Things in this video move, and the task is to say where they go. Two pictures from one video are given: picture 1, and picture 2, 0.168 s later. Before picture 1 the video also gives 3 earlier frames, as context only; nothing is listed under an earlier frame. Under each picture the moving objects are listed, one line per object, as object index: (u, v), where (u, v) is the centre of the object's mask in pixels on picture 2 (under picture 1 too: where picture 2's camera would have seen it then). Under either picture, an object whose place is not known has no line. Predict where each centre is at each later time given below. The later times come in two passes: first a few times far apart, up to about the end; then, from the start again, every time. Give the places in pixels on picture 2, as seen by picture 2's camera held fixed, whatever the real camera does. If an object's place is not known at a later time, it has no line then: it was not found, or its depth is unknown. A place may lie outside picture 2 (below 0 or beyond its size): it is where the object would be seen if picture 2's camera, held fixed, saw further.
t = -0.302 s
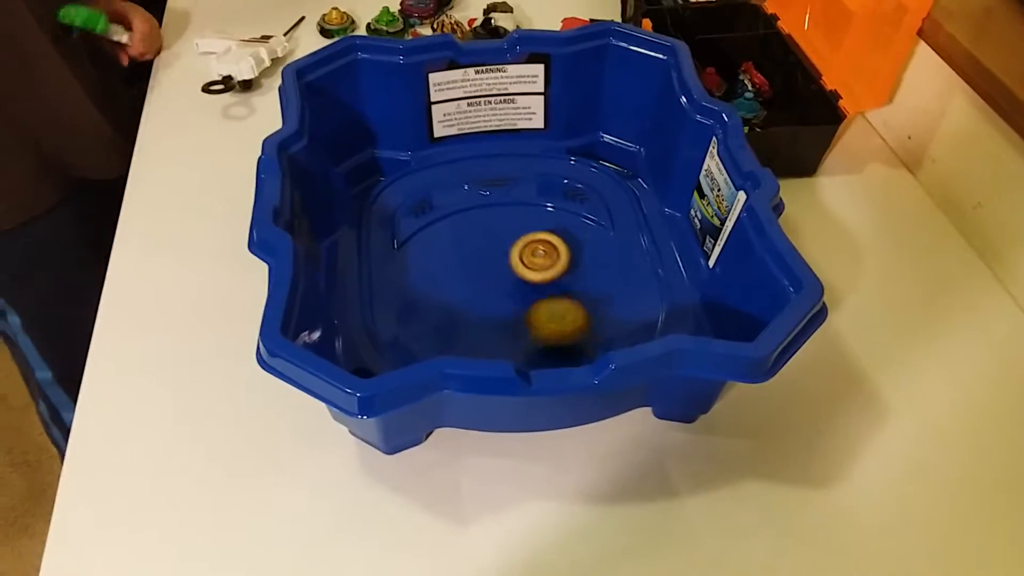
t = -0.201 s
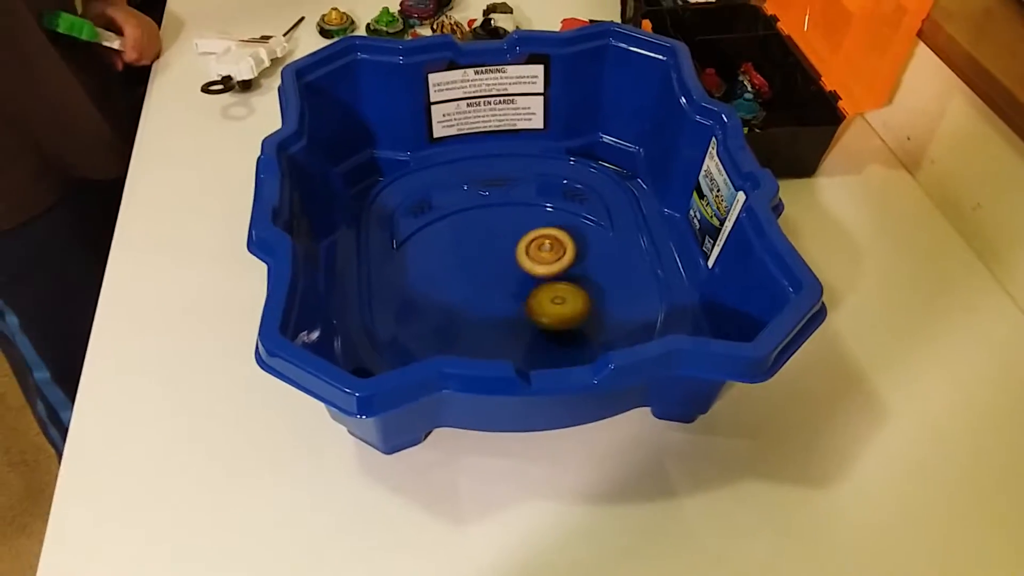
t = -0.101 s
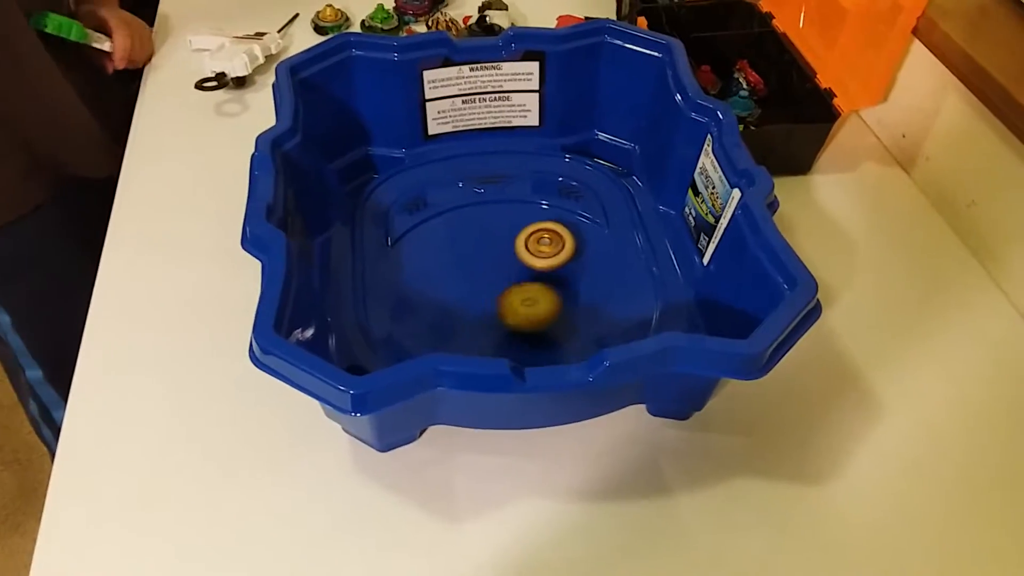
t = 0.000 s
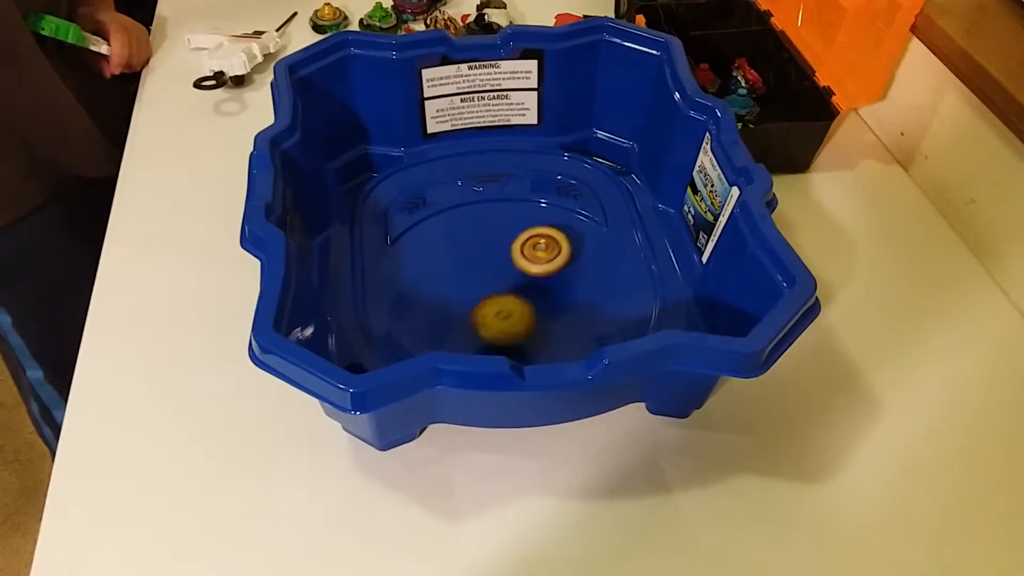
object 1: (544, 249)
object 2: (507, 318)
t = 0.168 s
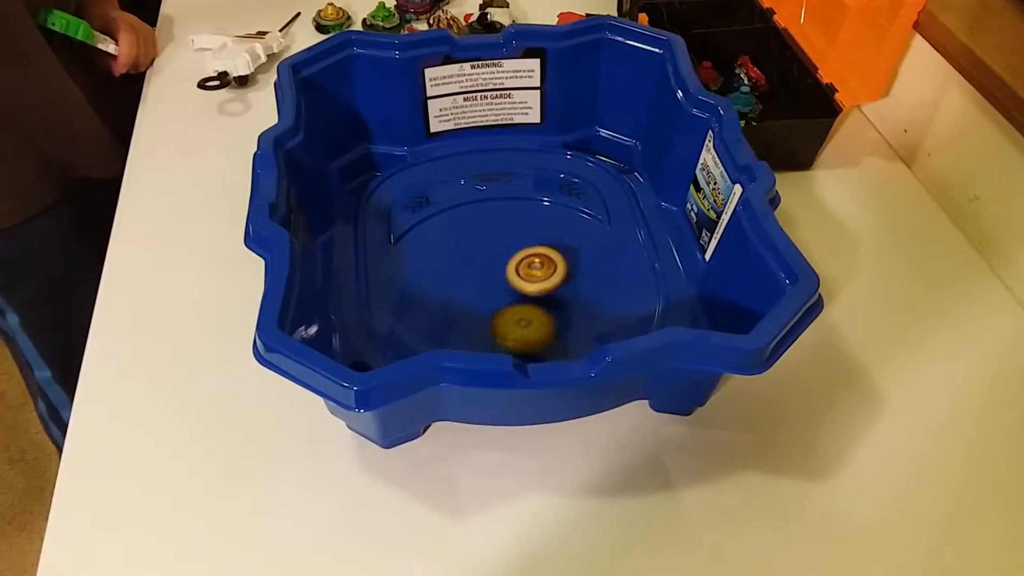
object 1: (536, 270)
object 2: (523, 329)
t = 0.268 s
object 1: (555, 249)
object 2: (510, 337)
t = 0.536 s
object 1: (539, 202)
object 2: (514, 345)
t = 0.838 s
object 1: (499, 244)
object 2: (442, 273)
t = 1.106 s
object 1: (546, 279)
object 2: (411, 319)
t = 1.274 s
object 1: (557, 292)
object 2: (498, 324)
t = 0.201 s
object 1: (537, 273)
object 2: (528, 324)
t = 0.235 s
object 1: (544, 264)
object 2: (521, 330)
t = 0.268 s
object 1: (555, 249)
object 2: (510, 337)
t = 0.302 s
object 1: (562, 235)
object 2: (501, 341)
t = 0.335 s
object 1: (566, 225)
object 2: (495, 344)
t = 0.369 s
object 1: (566, 217)
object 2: (494, 346)
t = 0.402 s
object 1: (564, 211)
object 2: (495, 347)
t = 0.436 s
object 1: (559, 207)
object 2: (499, 348)
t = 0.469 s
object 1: (554, 204)
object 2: (505, 348)
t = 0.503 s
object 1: (546, 202)
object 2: (511, 348)
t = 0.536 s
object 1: (539, 202)
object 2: (514, 345)
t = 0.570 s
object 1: (531, 202)
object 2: (515, 342)
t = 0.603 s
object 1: (524, 204)
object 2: (512, 336)
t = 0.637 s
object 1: (518, 207)
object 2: (508, 327)
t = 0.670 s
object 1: (513, 210)
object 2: (502, 318)
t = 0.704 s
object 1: (508, 216)
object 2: (494, 307)
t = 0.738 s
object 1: (503, 222)
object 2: (484, 298)
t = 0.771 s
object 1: (500, 229)
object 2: (472, 287)
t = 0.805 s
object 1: (498, 237)
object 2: (459, 278)
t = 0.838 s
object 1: (499, 244)
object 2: (442, 273)
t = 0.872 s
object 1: (504, 249)
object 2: (421, 270)
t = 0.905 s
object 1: (508, 255)
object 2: (405, 270)
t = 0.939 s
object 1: (513, 261)
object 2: (389, 272)
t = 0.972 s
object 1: (518, 266)
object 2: (377, 275)
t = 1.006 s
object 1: (525, 269)
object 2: (381, 284)
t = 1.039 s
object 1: (533, 272)
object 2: (390, 297)
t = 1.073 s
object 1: (540, 276)
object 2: (399, 307)
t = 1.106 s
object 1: (546, 279)
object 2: (411, 319)
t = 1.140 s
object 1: (550, 283)
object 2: (426, 327)
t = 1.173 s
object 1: (553, 286)
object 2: (443, 330)
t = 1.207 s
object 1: (555, 288)
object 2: (463, 330)
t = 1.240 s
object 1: (556, 290)
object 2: (481, 328)
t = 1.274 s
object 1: (557, 292)
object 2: (498, 324)
